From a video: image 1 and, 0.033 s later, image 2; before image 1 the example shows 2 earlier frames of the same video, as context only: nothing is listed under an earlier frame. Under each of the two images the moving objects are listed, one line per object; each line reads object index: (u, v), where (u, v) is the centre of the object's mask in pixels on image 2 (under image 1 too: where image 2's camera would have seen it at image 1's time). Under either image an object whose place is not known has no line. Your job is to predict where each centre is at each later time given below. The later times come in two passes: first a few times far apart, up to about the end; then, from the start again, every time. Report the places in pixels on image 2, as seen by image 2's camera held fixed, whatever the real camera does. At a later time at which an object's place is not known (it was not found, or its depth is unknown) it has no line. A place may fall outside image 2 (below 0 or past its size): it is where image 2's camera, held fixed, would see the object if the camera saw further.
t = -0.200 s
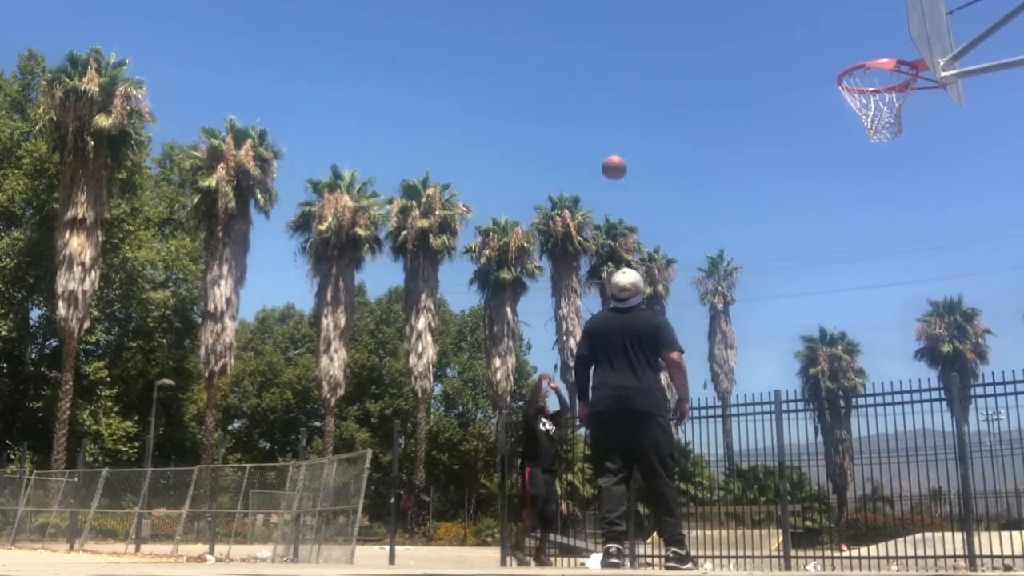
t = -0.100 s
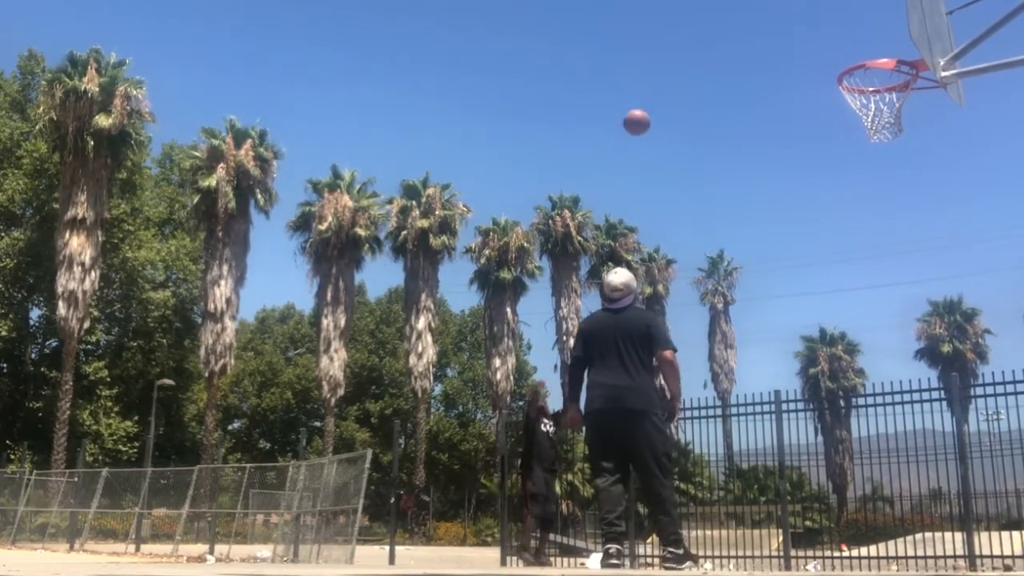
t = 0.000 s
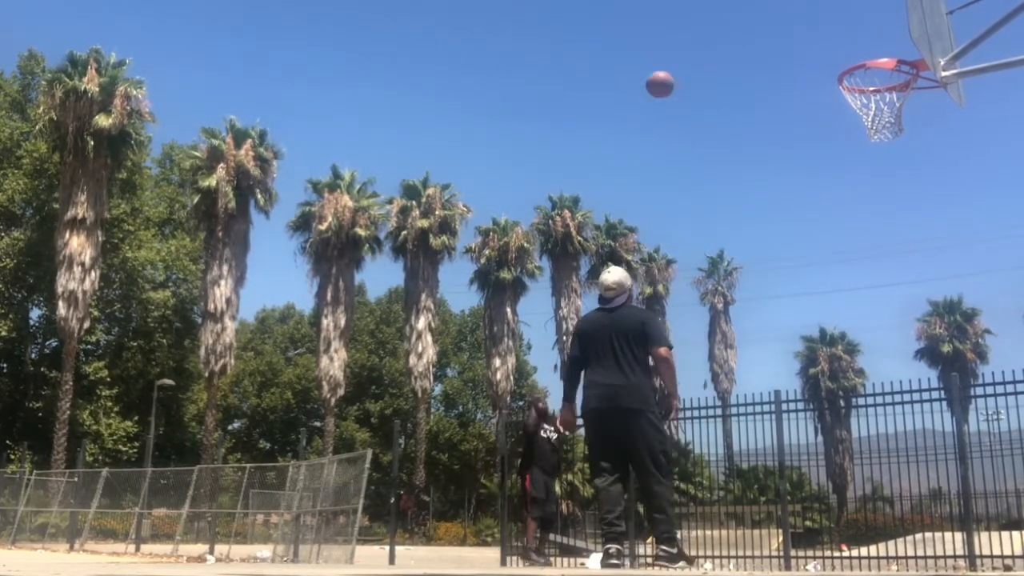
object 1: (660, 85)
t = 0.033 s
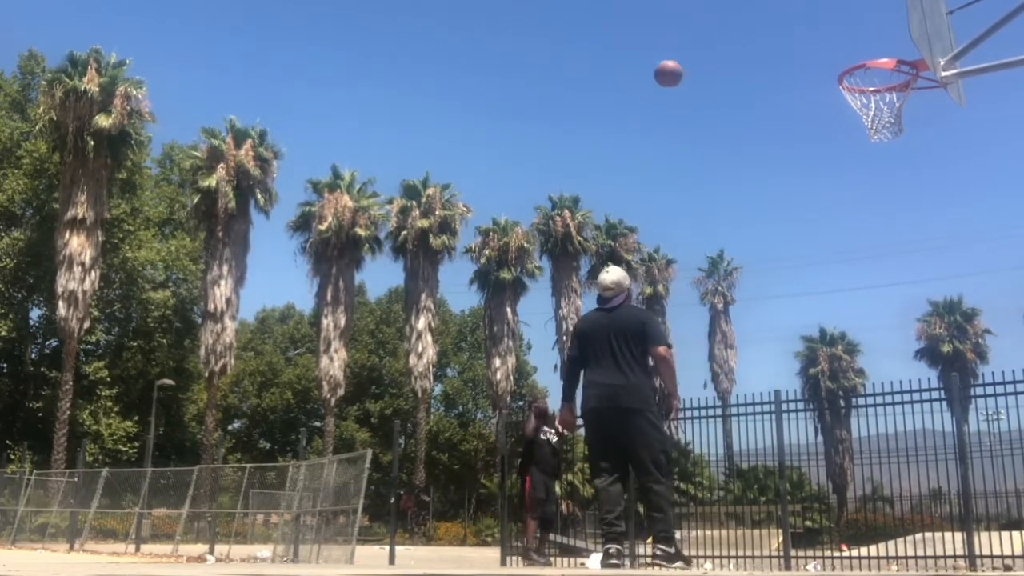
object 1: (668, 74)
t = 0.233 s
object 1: (721, 29)
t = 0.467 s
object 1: (798, 28)
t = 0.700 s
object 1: (894, 99)
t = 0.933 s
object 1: (893, 110)
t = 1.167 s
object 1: (898, 199)
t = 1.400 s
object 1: (913, 380)
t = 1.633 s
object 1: (908, 474)
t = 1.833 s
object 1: (866, 341)
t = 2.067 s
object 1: (827, 275)
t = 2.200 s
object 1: (808, 273)
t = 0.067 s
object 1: (677, 64)
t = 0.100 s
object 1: (685, 55)
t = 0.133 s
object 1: (694, 47)
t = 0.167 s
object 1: (703, 40)
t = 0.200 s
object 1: (712, 34)
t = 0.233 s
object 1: (721, 29)
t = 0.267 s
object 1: (731, 25)
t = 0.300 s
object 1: (742, 23)
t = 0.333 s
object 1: (752, 21)
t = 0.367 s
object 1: (763, 21)
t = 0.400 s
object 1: (774, 21)
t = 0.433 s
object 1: (786, 24)
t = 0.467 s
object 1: (798, 28)
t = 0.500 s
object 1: (811, 33)
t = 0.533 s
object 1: (823, 40)
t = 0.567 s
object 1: (837, 49)
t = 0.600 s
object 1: (851, 59)
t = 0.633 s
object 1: (866, 73)
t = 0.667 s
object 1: (883, 87)
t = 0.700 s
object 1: (894, 99)
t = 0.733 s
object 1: (894, 97)
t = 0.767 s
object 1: (893, 95)
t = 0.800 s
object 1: (893, 97)
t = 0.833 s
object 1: (893, 97)
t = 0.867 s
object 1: (893, 99)
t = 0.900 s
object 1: (893, 104)
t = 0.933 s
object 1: (893, 110)
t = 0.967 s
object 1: (893, 117)
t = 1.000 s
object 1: (893, 126)
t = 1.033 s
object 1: (893, 137)
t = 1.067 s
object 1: (895, 150)
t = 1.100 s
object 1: (896, 164)
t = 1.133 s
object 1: (897, 181)
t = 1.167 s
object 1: (898, 199)
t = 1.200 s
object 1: (900, 218)
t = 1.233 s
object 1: (902, 240)
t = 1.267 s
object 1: (903, 263)
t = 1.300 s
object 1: (905, 289)
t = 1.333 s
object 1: (908, 317)
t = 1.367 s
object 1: (910, 347)
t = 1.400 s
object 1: (913, 380)
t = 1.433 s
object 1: (916, 415)
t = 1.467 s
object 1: (919, 452)
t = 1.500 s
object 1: (924, 492)
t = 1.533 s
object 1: (927, 535)
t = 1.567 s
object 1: (924, 534)
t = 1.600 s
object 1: (915, 503)
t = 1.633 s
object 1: (908, 474)
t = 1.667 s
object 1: (900, 446)
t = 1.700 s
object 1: (893, 421)
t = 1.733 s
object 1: (886, 398)
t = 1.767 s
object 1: (879, 377)
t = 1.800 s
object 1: (872, 358)
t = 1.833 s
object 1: (866, 341)
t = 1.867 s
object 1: (860, 327)
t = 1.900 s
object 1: (853, 314)
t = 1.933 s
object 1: (848, 302)
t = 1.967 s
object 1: (842, 293)
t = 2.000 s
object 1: (836, 286)
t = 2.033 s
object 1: (831, 280)
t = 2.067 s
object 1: (827, 275)
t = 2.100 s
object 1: (821, 273)
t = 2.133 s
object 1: (817, 271)
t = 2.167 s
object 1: (812, 272)
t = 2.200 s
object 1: (808, 273)
